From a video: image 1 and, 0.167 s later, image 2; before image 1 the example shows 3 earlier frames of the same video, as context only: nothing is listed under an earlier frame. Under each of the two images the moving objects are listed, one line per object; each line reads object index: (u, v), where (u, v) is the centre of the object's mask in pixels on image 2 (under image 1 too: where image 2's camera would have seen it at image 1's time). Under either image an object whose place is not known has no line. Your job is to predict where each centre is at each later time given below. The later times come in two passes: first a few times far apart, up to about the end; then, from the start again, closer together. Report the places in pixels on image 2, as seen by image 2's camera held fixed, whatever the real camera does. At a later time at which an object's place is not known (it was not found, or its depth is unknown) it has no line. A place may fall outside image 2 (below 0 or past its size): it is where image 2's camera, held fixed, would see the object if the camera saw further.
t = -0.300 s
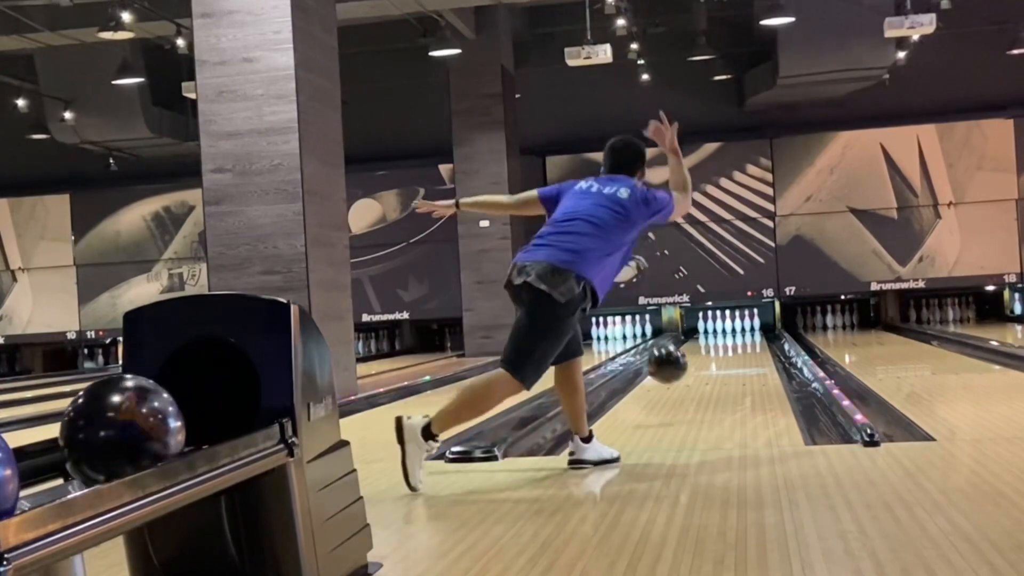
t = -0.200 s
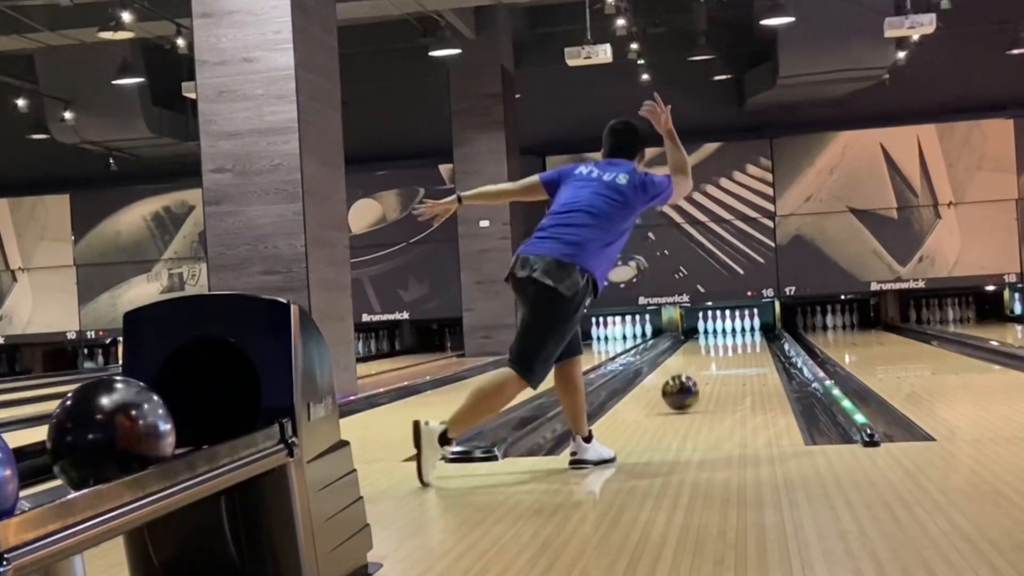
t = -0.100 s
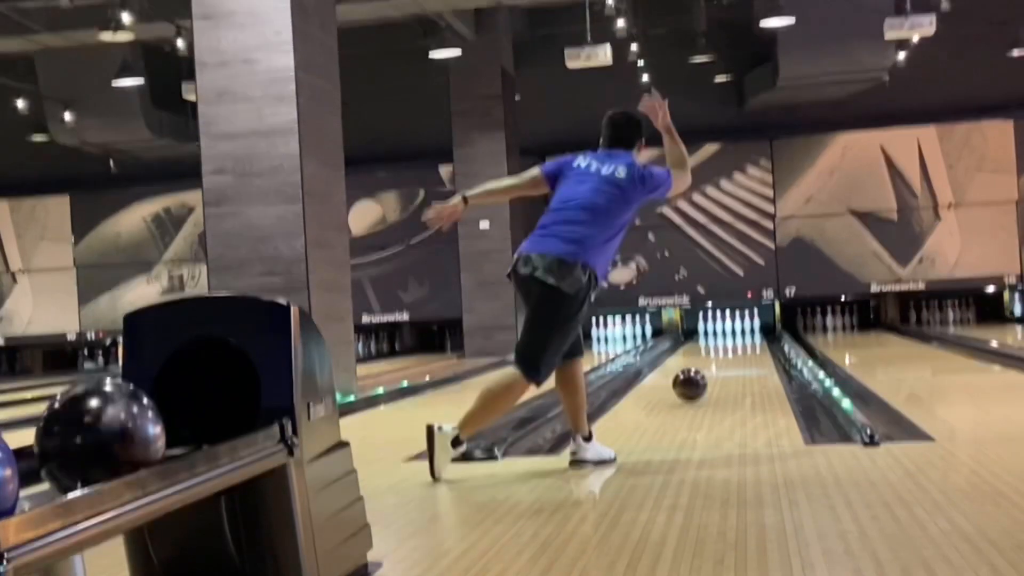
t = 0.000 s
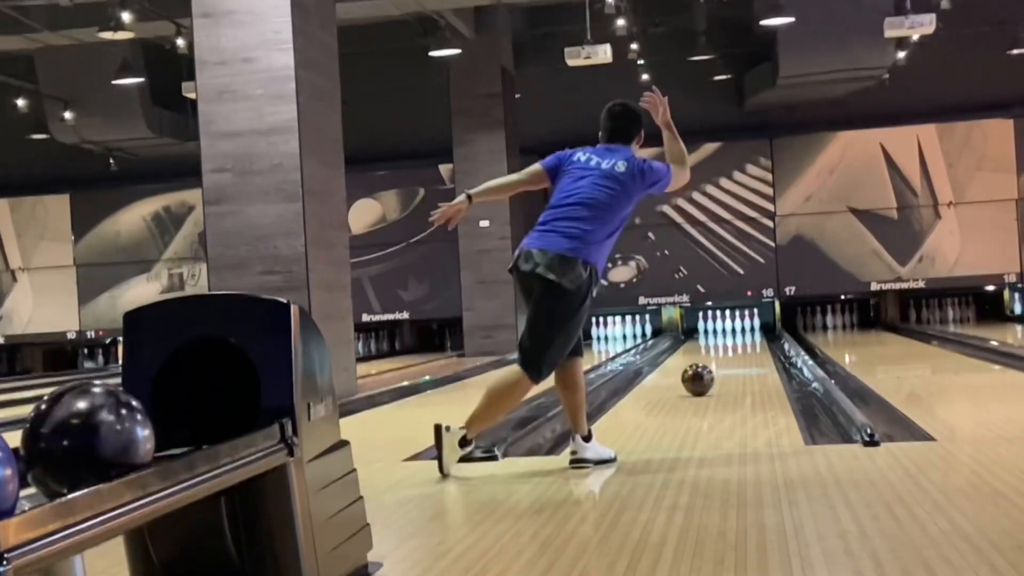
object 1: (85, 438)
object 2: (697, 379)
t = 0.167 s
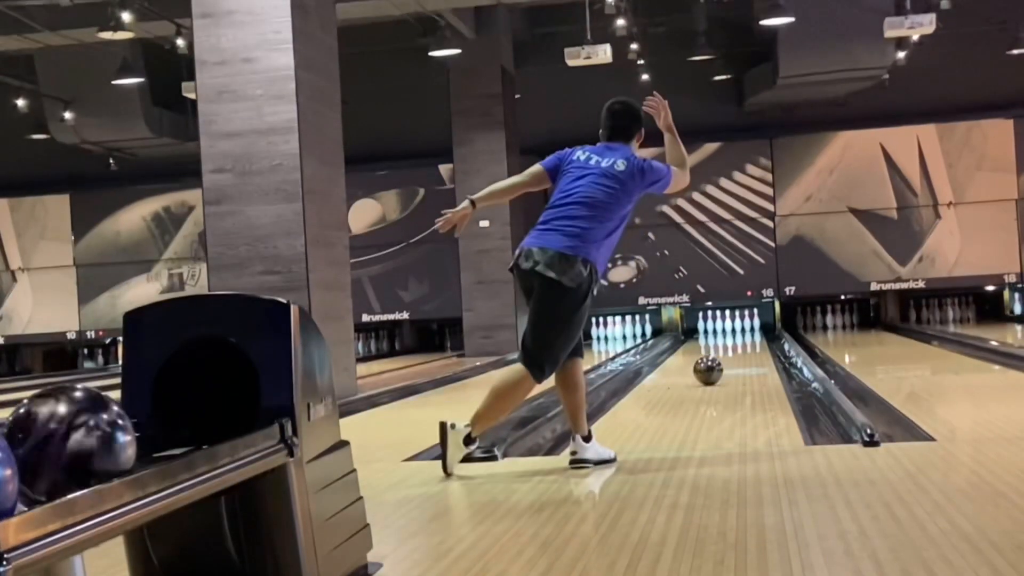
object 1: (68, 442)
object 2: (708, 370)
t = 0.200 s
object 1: (65, 442)
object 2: (710, 368)
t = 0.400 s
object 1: (52, 446)
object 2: (719, 360)
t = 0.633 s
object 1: (43, 449)
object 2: (727, 352)
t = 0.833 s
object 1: (43, 449)
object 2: (732, 347)
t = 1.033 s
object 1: (43, 448)
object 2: (737, 343)
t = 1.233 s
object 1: (43, 448)
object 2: (740, 339)
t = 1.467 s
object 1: (43, 448)
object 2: (743, 335)
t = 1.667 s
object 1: (43, 448)
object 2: (743, 332)
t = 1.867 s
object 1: (43, 449)
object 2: (743, 330)
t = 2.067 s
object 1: (43, 449)
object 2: (741, 328)
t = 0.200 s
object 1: (65, 442)
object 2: (710, 368)
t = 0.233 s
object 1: (63, 443)
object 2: (712, 367)
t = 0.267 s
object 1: (61, 443)
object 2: (713, 365)
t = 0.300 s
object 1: (59, 444)
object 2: (715, 364)
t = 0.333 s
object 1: (56, 444)
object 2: (716, 363)
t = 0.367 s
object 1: (54, 446)
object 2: (717, 362)
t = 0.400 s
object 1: (52, 446)
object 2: (719, 360)
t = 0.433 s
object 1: (50, 446)
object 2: (720, 359)
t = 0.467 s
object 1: (48, 447)
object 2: (722, 358)
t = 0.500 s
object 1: (46, 448)
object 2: (723, 356)
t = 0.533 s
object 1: (44, 448)
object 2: (724, 356)
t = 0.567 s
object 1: (42, 449)
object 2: (725, 354)
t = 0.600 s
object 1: (43, 449)
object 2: (726, 353)
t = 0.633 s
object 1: (43, 449)
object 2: (727, 352)
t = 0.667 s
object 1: (43, 449)
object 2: (728, 351)
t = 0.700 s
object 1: (43, 449)
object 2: (729, 351)
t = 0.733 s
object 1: (43, 449)
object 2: (730, 349)
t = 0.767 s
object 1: (43, 449)
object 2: (731, 349)
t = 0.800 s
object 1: (43, 449)
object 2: (732, 348)
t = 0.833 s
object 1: (43, 449)
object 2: (732, 347)
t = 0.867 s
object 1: (43, 449)
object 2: (733, 346)
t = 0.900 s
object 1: (43, 449)
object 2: (734, 345)
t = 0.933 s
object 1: (43, 449)
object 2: (735, 344)
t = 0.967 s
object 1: (43, 449)
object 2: (736, 344)
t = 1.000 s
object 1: (43, 449)
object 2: (736, 343)
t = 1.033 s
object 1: (43, 448)
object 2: (737, 343)
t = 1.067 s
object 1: (43, 448)
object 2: (737, 342)
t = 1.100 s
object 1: (43, 449)
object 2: (738, 342)
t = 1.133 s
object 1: (43, 448)
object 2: (738, 341)
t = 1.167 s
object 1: (43, 448)
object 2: (739, 340)
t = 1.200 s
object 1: (43, 448)
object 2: (740, 340)
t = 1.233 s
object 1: (43, 448)
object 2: (740, 339)
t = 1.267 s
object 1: (43, 448)
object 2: (740, 338)
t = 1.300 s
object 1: (43, 448)
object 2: (741, 338)
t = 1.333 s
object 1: (43, 448)
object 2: (741, 337)
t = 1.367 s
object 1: (43, 448)
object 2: (742, 336)
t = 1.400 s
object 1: (43, 448)
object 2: (742, 336)
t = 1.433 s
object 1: (43, 448)
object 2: (742, 335)
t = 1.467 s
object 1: (43, 448)
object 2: (743, 335)
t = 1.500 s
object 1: (43, 448)
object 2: (743, 334)
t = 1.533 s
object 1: (43, 448)
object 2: (743, 333)
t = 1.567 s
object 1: (43, 448)
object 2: (743, 333)
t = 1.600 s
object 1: (43, 448)
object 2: (743, 332)
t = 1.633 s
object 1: (43, 448)
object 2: (743, 332)
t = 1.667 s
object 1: (43, 448)
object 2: (743, 332)
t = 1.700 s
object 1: (43, 448)
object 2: (744, 332)
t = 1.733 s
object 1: (43, 448)
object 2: (743, 331)
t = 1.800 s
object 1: (43, 448)
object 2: (744, 330)
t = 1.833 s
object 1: (43, 449)
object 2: (743, 330)
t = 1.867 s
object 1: (43, 449)
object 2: (743, 330)
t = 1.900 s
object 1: (43, 449)
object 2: (743, 329)
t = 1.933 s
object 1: (43, 448)
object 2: (743, 329)
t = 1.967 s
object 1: (43, 448)
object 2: (742, 329)
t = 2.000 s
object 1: (43, 449)
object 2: (742, 329)
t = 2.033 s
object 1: (43, 448)
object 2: (741, 328)
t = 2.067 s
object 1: (43, 449)
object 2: (741, 328)
